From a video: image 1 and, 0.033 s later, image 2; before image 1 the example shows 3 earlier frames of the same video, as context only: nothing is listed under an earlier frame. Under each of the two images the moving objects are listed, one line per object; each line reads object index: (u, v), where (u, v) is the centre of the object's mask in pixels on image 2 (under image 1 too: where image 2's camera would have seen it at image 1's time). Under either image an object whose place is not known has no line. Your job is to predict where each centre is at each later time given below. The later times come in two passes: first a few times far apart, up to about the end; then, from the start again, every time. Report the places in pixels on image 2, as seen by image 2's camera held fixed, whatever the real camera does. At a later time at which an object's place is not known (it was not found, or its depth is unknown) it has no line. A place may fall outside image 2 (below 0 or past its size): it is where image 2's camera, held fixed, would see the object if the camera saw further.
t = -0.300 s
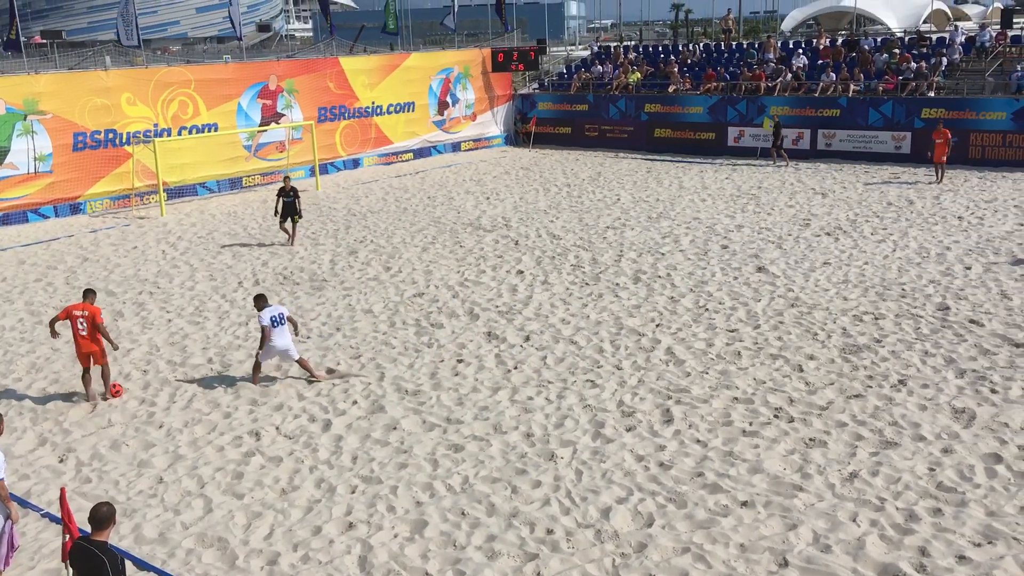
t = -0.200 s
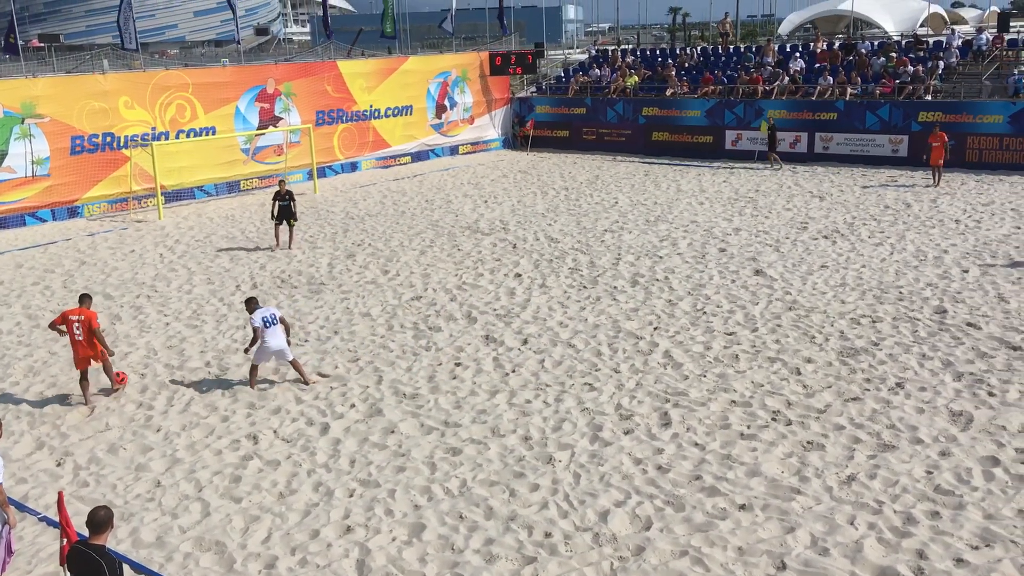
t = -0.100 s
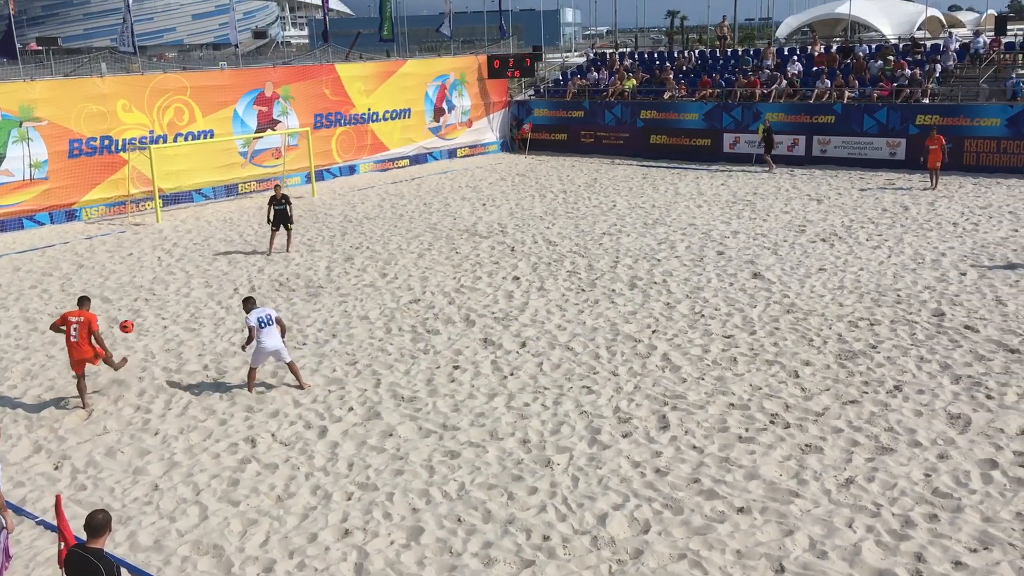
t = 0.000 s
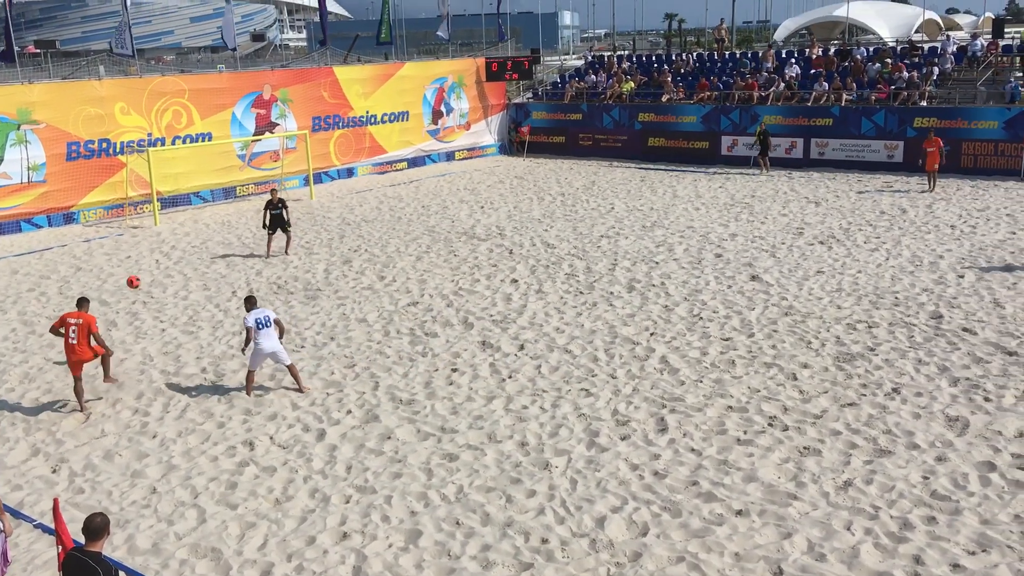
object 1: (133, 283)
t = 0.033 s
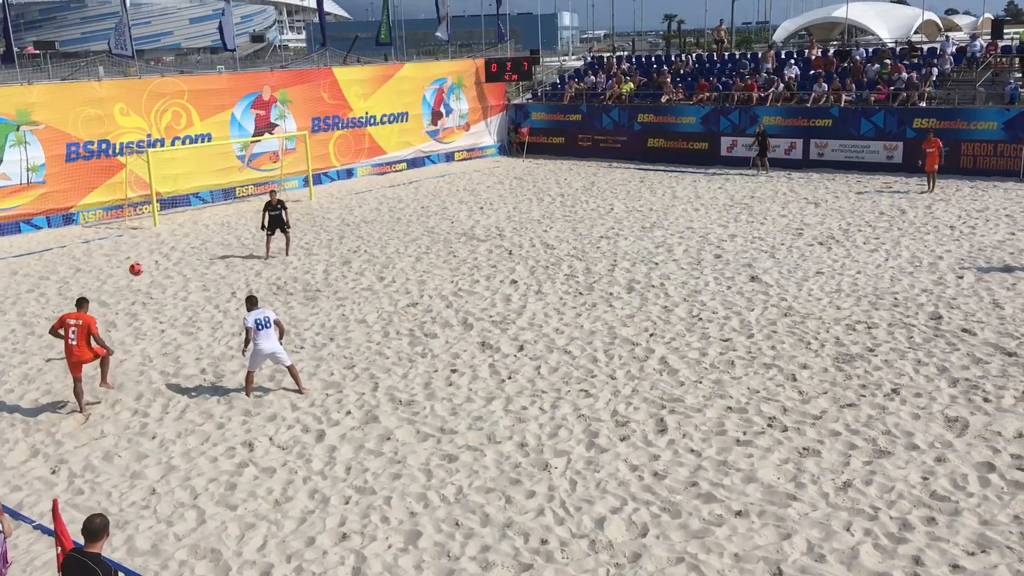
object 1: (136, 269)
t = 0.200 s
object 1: (150, 215)
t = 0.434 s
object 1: (169, 174)
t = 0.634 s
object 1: (185, 166)
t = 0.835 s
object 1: (200, 176)
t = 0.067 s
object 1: (139, 256)
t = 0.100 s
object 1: (142, 245)
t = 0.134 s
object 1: (145, 234)
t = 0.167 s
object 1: (147, 224)
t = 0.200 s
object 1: (150, 215)
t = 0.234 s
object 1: (153, 207)
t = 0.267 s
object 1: (156, 199)
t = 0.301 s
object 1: (158, 193)
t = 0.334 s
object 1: (161, 187)
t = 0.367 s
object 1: (164, 182)
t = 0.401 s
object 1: (166, 178)
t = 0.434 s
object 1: (169, 174)
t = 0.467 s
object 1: (172, 171)
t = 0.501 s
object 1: (174, 169)
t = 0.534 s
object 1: (177, 167)
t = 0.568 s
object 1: (180, 166)
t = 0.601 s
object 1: (182, 165)
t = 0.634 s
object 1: (185, 166)
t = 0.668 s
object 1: (188, 166)
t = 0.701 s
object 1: (190, 167)
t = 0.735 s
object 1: (193, 169)
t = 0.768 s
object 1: (195, 171)
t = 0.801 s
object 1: (198, 173)
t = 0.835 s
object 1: (200, 176)
